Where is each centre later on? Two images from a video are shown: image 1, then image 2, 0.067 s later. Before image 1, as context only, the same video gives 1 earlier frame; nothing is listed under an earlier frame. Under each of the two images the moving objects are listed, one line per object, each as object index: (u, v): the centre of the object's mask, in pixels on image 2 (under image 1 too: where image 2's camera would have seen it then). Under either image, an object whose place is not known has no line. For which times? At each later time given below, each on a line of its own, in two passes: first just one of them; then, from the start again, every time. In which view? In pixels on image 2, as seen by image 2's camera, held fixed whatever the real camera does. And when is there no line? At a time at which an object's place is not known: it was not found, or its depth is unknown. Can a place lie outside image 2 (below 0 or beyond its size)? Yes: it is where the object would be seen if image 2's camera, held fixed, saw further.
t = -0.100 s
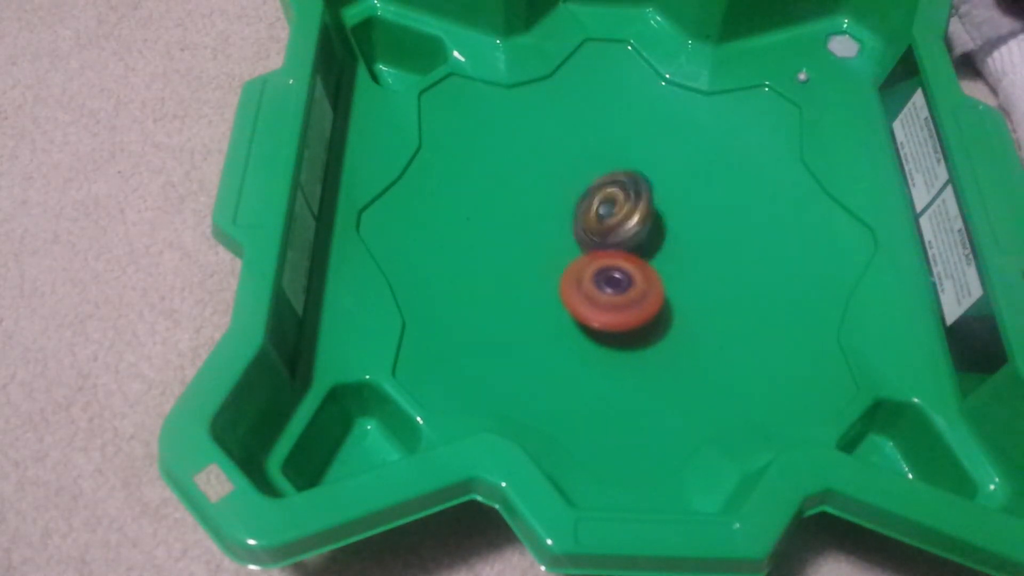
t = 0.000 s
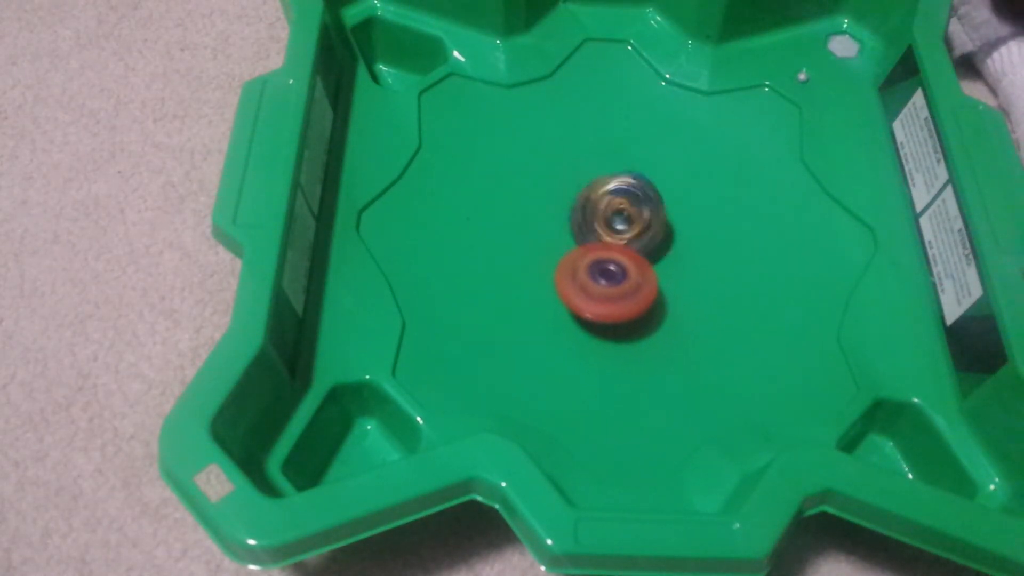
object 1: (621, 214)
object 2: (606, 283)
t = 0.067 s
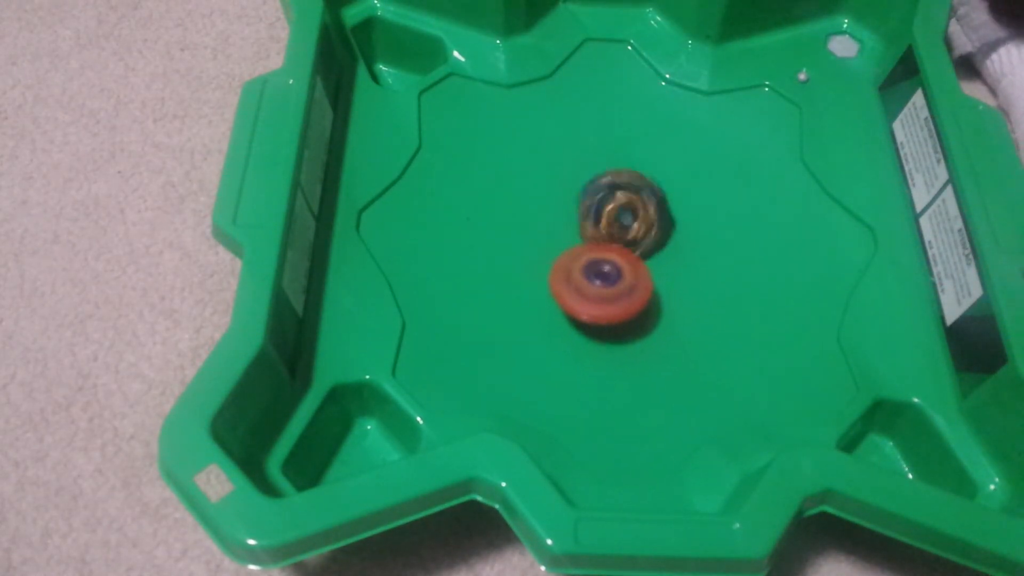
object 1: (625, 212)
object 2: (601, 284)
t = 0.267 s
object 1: (616, 213)
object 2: (592, 287)
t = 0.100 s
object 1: (623, 211)
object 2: (598, 288)
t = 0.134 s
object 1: (621, 210)
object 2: (595, 290)
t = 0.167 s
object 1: (620, 210)
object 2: (594, 290)
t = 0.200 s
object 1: (618, 211)
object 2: (593, 289)
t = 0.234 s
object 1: (618, 212)
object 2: (593, 287)
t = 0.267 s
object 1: (616, 213)
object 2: (592, 287)
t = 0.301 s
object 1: (615, 214)
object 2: (591, 287)
